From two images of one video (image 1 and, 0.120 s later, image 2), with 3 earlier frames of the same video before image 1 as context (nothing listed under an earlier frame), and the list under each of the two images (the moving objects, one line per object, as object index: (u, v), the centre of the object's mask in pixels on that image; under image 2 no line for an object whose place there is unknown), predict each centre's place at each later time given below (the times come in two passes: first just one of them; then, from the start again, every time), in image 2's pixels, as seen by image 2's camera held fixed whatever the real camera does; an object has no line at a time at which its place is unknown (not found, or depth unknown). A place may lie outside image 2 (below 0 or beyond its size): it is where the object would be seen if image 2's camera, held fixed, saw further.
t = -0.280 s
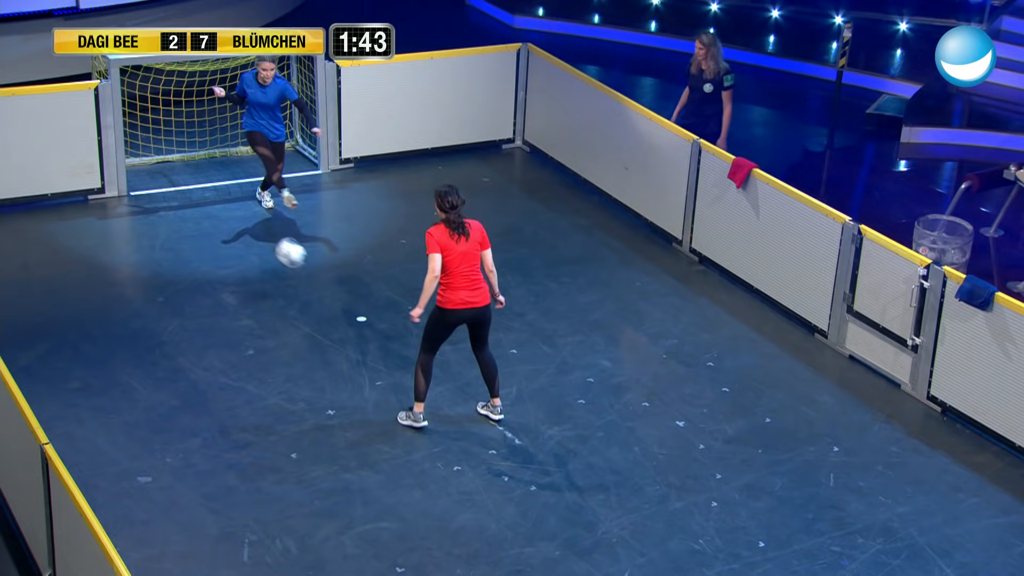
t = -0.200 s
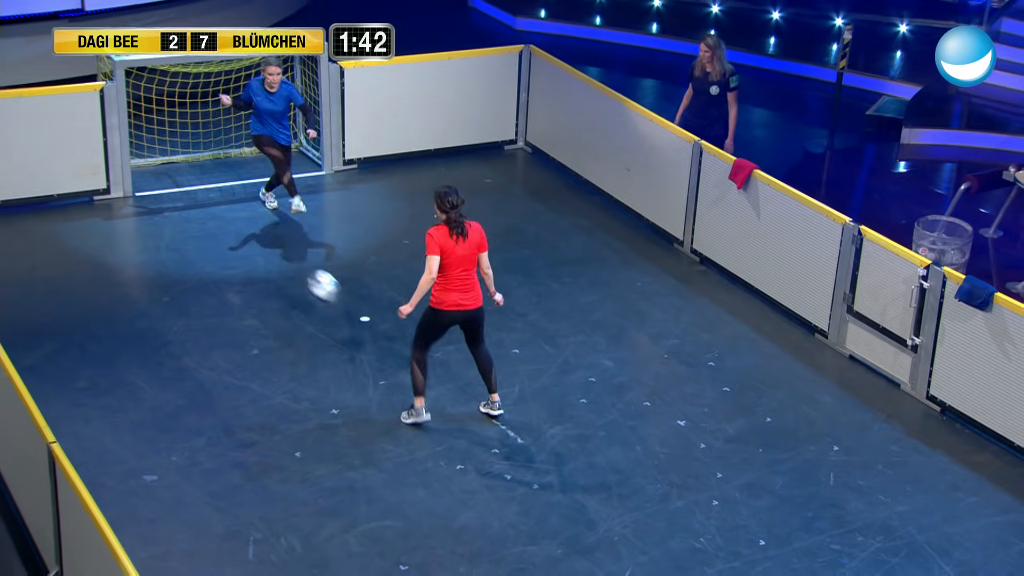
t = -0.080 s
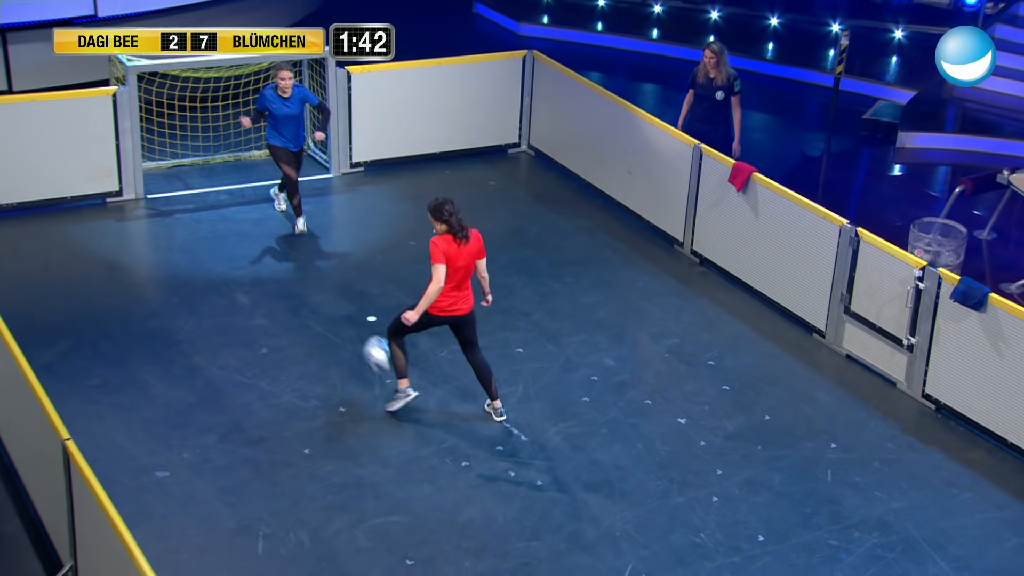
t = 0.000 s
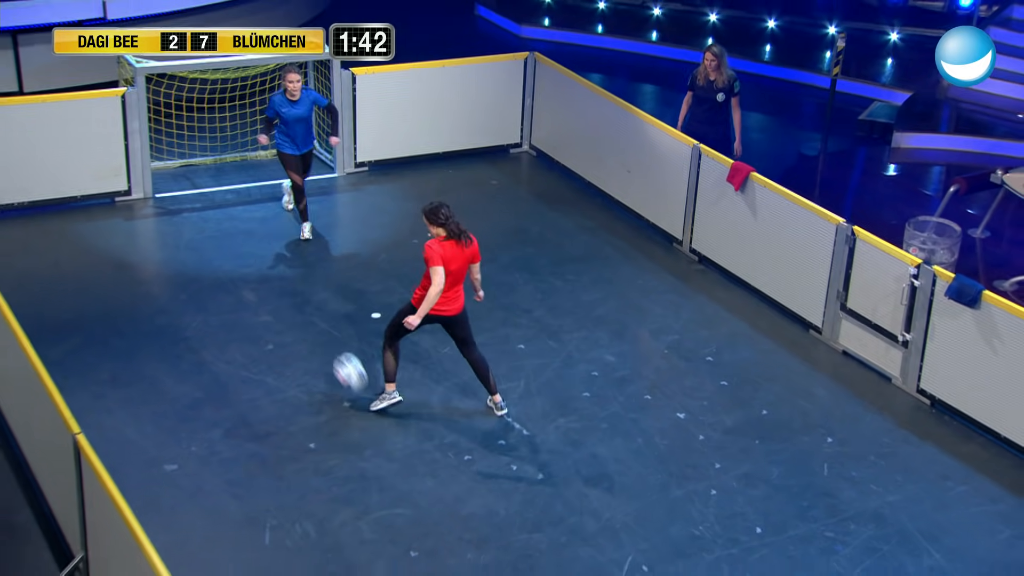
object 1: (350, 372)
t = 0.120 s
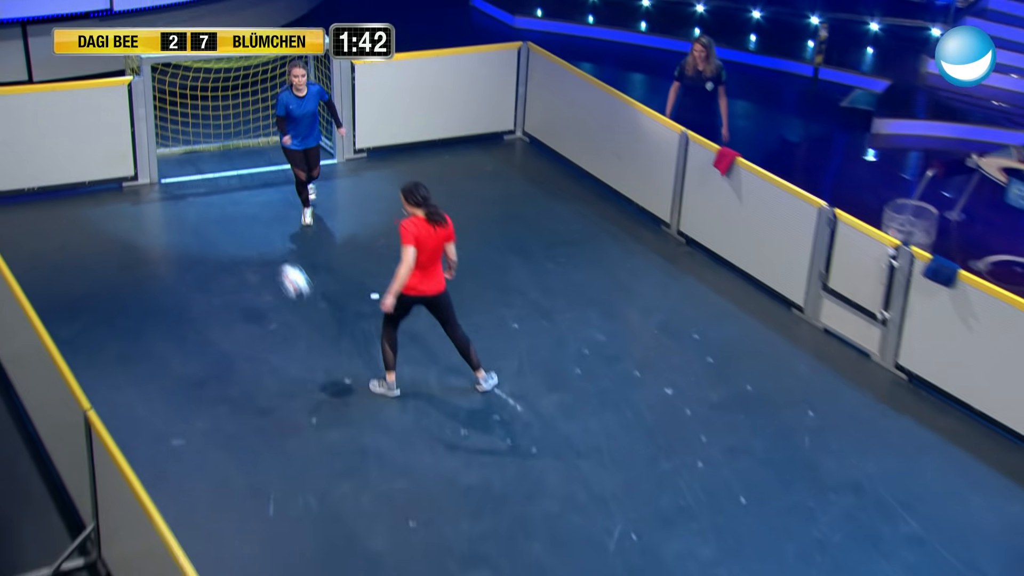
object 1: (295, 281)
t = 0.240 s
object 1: (237, 226)
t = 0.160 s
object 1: (276, 261)
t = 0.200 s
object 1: (256, 243)
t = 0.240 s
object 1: (237, 226)
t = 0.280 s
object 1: (218, 211)
